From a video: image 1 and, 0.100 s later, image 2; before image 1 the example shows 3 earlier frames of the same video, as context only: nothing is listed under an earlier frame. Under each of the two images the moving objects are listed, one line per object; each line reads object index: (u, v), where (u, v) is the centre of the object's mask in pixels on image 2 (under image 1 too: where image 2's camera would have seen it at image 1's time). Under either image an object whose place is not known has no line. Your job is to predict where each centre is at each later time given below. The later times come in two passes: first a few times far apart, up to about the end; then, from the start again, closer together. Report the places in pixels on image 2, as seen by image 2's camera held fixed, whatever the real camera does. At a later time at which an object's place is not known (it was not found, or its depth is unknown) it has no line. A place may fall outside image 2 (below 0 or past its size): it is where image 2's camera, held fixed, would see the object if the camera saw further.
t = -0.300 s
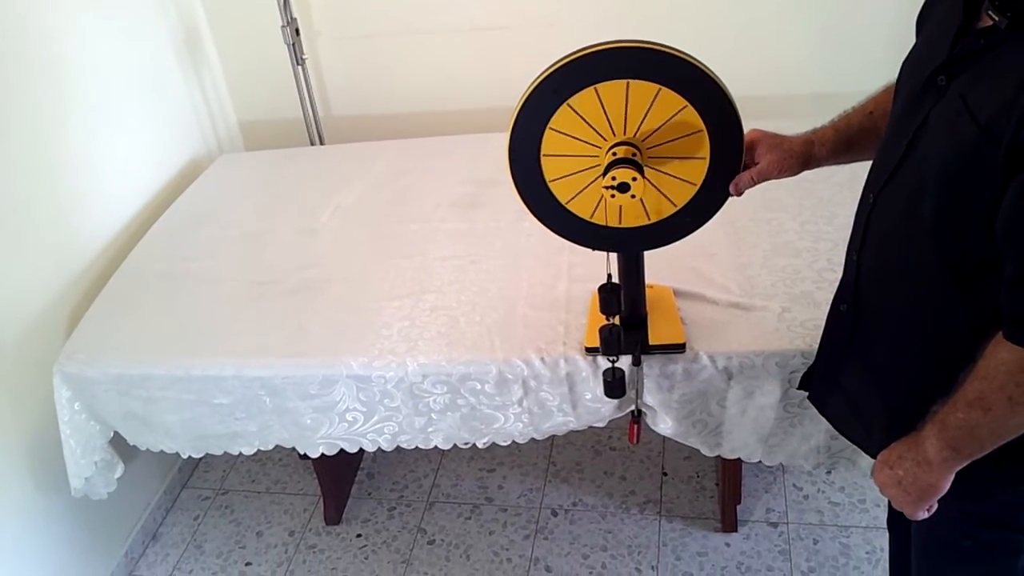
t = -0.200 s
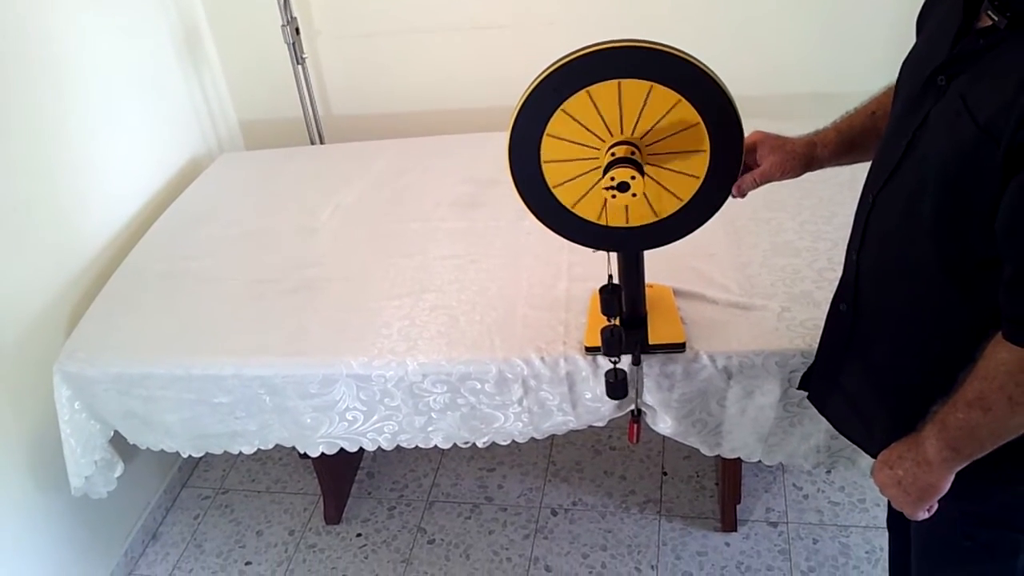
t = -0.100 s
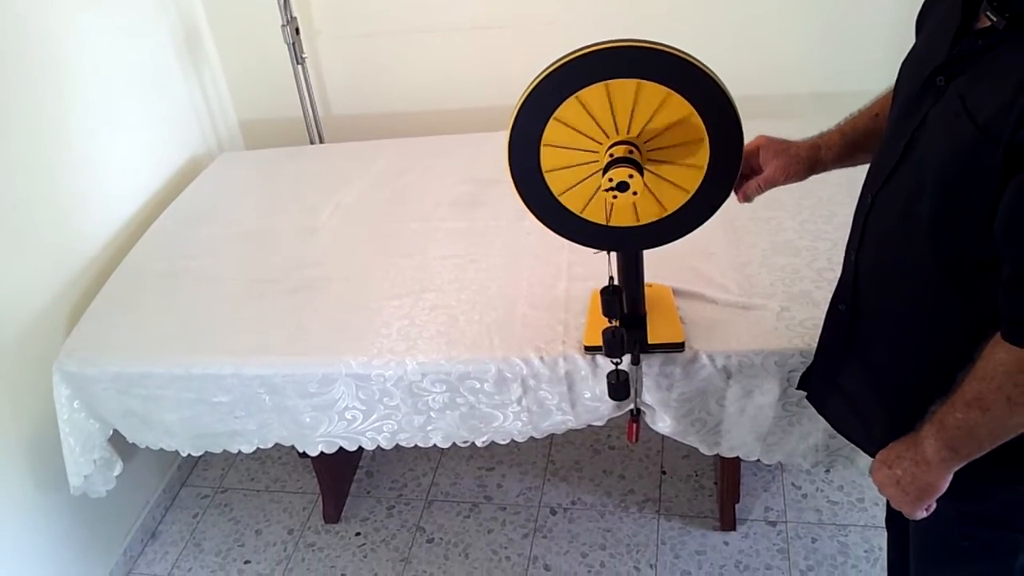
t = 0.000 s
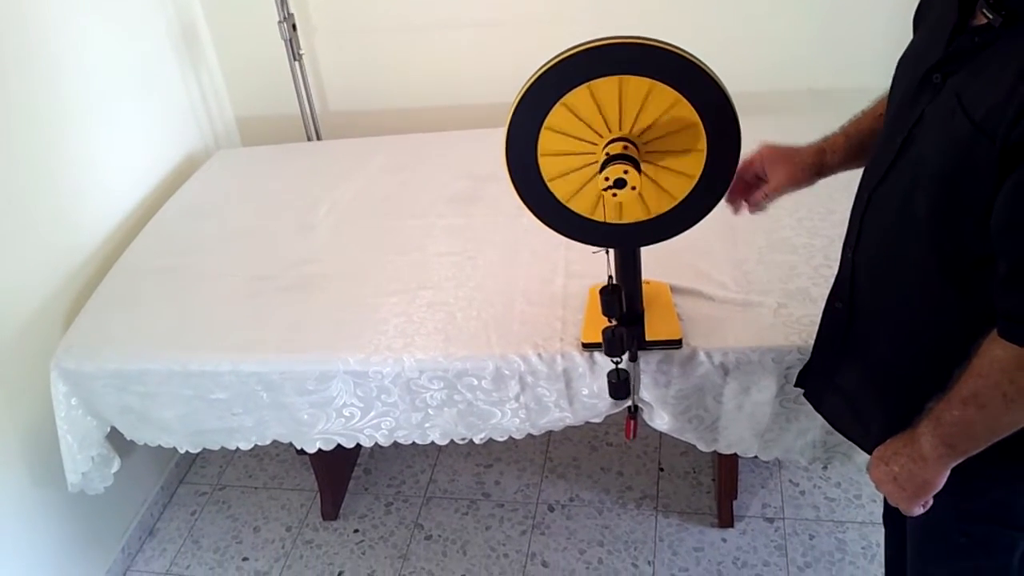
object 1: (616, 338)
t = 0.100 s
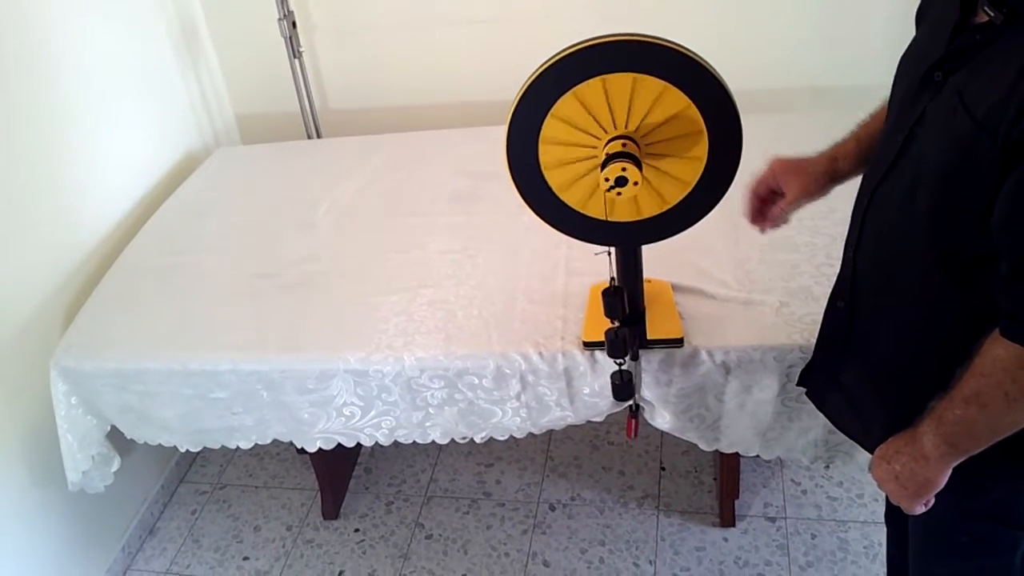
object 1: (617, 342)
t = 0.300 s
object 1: (618, 348)
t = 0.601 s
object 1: (613, 363)
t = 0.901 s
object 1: (613, 383)
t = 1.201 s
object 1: (620, 406)
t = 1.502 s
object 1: (624, 428)
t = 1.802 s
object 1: (621, 455)
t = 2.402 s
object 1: (623, 520)
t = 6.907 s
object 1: (659, 354)
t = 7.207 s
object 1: (631, 365)
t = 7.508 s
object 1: (634, 373)
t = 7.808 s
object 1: (663, 387)
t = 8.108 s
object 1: (666, 410)
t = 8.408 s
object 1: (641, 437)
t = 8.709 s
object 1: (630, 459)
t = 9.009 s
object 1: (647, 488)
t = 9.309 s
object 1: (670, 518)
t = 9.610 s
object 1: (676, 555)
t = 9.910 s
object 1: (661, 591)
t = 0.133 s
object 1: (618, 343)
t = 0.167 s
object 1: (618, 344)
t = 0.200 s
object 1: (618, 345)
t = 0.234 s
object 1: (618, 346)
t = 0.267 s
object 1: (618, 347)
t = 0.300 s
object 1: (618, 348)
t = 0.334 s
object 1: (617, 350)
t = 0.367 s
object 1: (616, 351)
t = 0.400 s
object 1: (616, 352)
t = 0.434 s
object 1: (615, 354)
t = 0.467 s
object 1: (615, 356)
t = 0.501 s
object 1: (614, 357)
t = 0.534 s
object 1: (614, 359)
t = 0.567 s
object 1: (613, 361)
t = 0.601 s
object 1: (613, 363)
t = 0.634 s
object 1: (612, 366)
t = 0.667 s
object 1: (612, 368)
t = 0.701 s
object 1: (612, 370)
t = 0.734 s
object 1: (612, 371)
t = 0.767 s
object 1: (612, 374)
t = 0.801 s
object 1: (612, 376)
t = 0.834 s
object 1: (612, 378)
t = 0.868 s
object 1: (613, 381)
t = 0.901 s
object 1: (613, 383)
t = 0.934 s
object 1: (614, 385)
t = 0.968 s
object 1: (614, 388)
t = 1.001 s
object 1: (615, 390)
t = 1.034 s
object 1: (616, 394)
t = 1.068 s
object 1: (617, 395)
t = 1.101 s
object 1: (618, 397)
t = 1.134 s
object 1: (619, 402)
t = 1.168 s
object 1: (620, 403)
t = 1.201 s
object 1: (620, 406)
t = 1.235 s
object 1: (621, 408)
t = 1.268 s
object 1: (621, 411)
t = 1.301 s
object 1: (622, 413)
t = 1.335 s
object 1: (623, 416)
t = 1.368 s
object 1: (623, 419)
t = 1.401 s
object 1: (623, 421)
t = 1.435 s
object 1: (623, 424)
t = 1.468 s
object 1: (624, 425)
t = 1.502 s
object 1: (624, 428)
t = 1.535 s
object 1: (623, 431)
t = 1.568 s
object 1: (623, 433)
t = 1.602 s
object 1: (623, 436)
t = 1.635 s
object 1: (623, 440)
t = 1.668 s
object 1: (622, 443)
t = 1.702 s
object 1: (622, 445)
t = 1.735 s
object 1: (622, 449)
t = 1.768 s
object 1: (622, 453)
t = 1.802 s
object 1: (621, 455)
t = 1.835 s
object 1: (621, 458)
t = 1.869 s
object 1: (621, 462)
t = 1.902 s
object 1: (620, 464)
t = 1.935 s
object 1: (620, 468)
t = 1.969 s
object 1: (620, 472)
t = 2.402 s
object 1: (623, 520)
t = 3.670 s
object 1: (660, 546)
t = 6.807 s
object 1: (665, 350)
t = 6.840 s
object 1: (664, 351)
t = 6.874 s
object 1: (662, 353)
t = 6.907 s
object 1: (659, 354)
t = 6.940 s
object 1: (657, 356)
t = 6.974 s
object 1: (654, 357)
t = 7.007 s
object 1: (651, 359)
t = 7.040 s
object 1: (647, 359)
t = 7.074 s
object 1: (644, 363)
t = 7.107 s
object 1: (639, 360)
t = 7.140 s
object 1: (636, 363)
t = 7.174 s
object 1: (634, 368)
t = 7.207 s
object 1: (631, 365)
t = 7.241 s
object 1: (630, 363)
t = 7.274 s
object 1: (629, 362)
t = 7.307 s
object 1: (628, 367)
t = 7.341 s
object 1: (628, 368)
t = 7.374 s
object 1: (628, 367)
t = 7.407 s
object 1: (629, 365)
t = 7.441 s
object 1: (630, 371)
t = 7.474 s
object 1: (632, 368)
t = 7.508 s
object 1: (634, 373)
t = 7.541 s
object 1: (637, 375)
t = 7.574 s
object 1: (640, 377)
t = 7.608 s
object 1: (643, 376)
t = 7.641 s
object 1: (647, 378)
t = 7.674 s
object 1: (650, 380)
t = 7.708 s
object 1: (654, 383)
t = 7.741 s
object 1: (657, 383)
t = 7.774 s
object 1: (660, 385)
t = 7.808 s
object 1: (663, 387)
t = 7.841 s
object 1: (665, 389)
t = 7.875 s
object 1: (667, 390)
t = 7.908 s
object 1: (668, 392)
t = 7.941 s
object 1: (669, 397)
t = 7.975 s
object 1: (669, 399)
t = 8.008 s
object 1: (669, 401)
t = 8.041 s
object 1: (668, 404)
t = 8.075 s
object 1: (667, 407)
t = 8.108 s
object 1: (666, 410)
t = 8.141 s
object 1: (664, 413)
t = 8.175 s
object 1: (662, 417)
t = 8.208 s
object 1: (659, 420)
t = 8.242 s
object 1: (656, 423)
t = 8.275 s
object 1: (653, 426)
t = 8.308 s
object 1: (650, 429)
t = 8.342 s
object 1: (647, 432)
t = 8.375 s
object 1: (644, 434)
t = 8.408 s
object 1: (641, 437)
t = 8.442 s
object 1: (639, 441)
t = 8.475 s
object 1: (637, 444)
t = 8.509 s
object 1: (634, 446)
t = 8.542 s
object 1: (633, 449)
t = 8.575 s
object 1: (631, 452)
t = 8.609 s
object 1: (631, 453)
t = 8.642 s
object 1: (630, 456)
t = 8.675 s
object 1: (630, 457)
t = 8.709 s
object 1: (630, 459)
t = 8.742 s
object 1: (631, 461)
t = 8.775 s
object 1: (632, 463)
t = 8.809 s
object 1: (633, 464)
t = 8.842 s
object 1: (635, 473)
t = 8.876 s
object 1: (637, 475)
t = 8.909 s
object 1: (639, 478)
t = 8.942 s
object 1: (641, 482)
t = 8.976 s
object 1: (644, 485)
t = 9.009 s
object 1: (647, 488)
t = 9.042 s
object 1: (650, 490)
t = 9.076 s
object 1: (653, 494)
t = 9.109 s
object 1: (656, 496)
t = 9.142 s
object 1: (659, 500)
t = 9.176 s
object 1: (661, 504)
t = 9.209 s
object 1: (663, 508)
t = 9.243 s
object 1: (666, 511)
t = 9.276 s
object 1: (668, 514)
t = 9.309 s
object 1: (670, 518)
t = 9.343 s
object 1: (672, 522)
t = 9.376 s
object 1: (673, 526)
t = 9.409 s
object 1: (674, 530)
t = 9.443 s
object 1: (675, 533)
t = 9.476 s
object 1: (676, 537)
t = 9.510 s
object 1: (676, 542)
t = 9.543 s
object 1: (676, 546)
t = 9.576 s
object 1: (676, 550)
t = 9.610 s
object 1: (676, 555)
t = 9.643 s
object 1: (675, 559)
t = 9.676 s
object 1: (674, 562)
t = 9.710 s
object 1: (672, 567)
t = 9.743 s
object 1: (671, 571)
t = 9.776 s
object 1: (669, 575)
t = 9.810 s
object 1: (667, 579)
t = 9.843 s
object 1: (665, 583)
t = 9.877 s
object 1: (663, 587)
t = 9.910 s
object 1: (661, 591)
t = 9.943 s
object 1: (659, 595)
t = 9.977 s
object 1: (657, 599)
